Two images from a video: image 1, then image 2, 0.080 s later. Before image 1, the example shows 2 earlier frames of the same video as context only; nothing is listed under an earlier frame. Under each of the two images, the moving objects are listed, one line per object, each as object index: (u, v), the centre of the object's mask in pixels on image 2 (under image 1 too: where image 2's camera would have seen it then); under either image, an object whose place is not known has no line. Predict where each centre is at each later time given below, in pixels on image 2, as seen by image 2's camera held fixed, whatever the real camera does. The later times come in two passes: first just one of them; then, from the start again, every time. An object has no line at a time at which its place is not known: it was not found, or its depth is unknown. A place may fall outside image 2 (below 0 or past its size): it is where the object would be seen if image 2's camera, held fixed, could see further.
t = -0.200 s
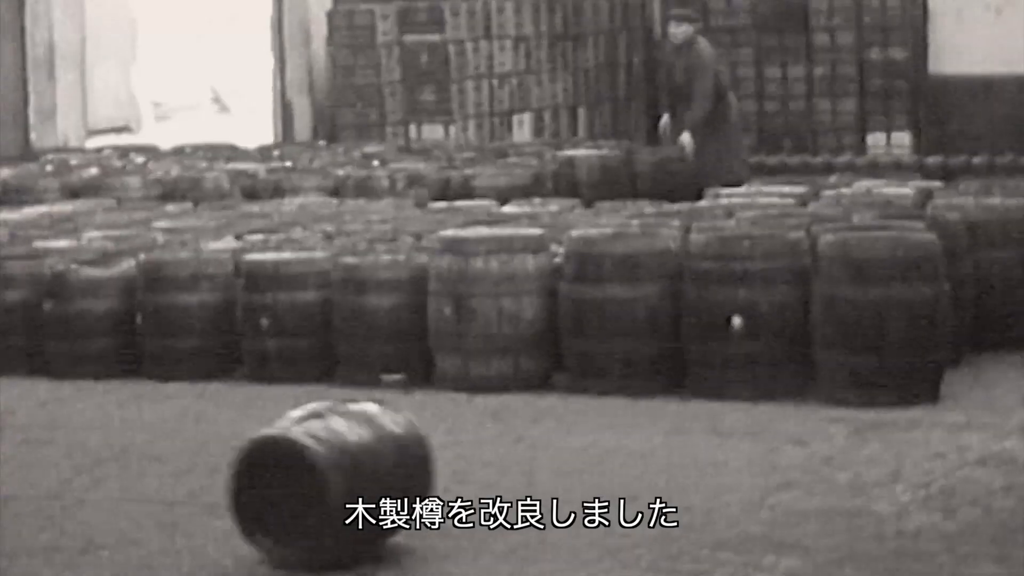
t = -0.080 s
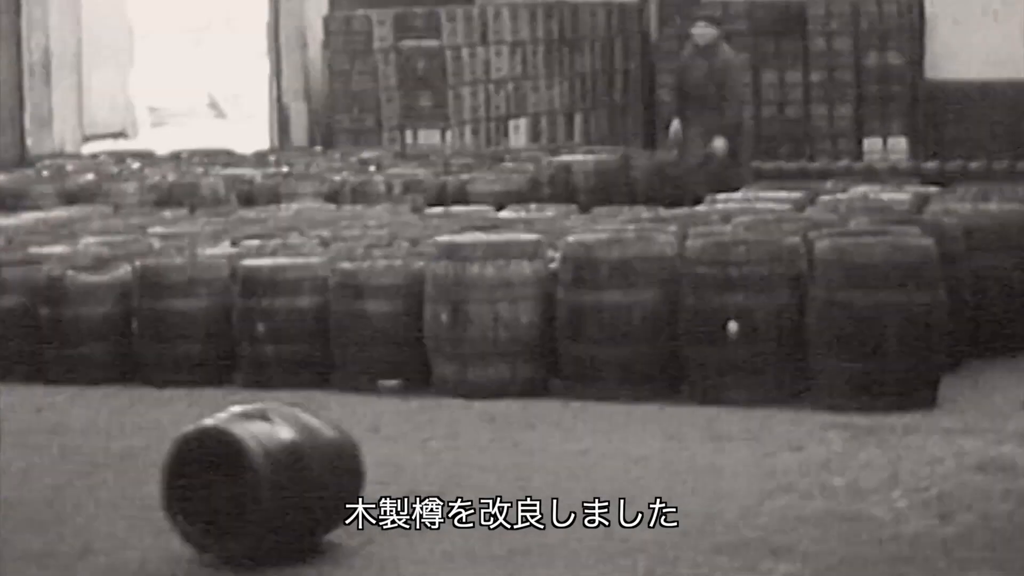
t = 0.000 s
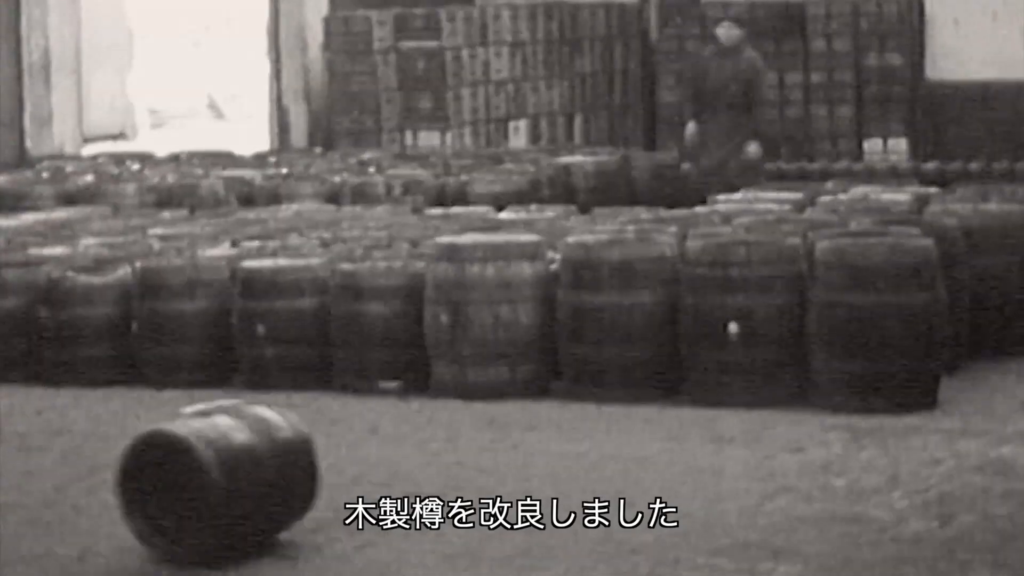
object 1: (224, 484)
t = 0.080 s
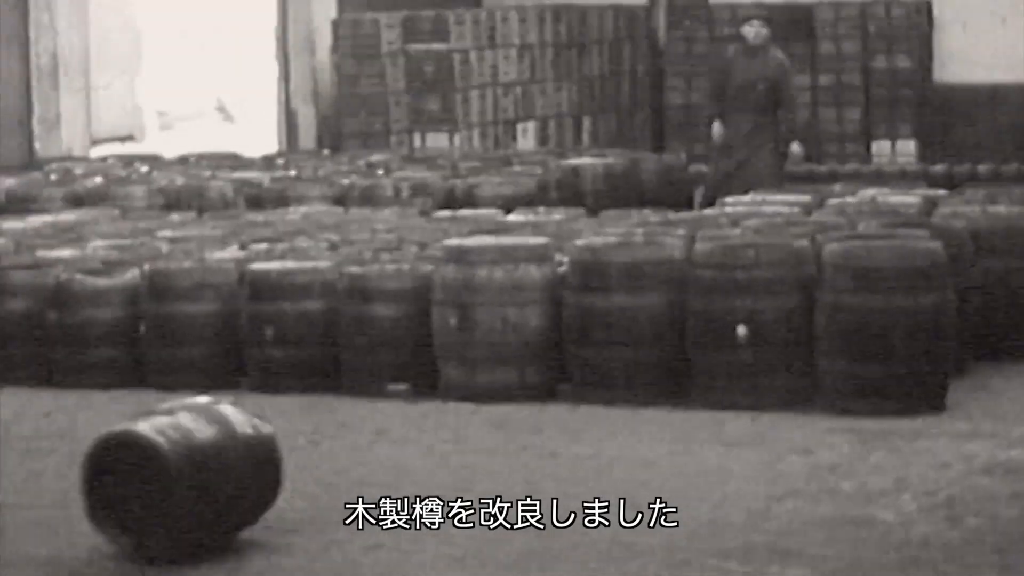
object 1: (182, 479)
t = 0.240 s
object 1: (103, 471)
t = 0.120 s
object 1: (164, 477)
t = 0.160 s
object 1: (145, 474)
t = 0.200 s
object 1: (124, 473)
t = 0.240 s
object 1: (103, 471)
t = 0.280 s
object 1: (79, 471)
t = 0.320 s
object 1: (59, 469)
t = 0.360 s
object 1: (37, 469)
